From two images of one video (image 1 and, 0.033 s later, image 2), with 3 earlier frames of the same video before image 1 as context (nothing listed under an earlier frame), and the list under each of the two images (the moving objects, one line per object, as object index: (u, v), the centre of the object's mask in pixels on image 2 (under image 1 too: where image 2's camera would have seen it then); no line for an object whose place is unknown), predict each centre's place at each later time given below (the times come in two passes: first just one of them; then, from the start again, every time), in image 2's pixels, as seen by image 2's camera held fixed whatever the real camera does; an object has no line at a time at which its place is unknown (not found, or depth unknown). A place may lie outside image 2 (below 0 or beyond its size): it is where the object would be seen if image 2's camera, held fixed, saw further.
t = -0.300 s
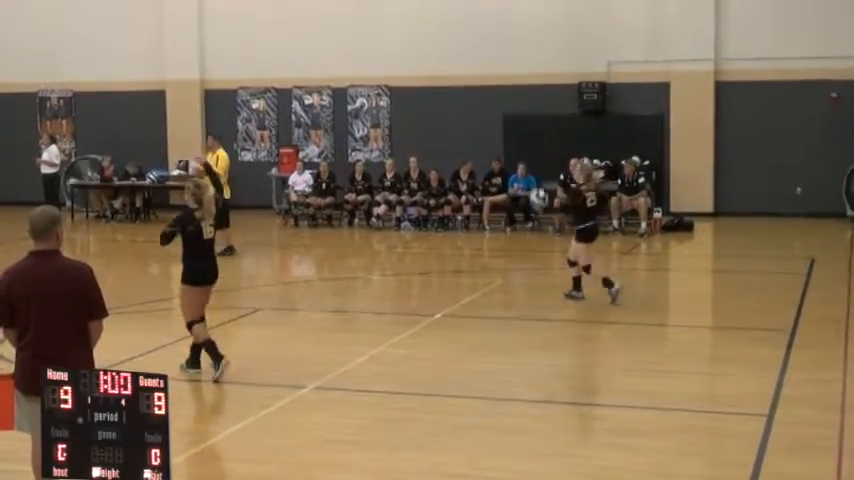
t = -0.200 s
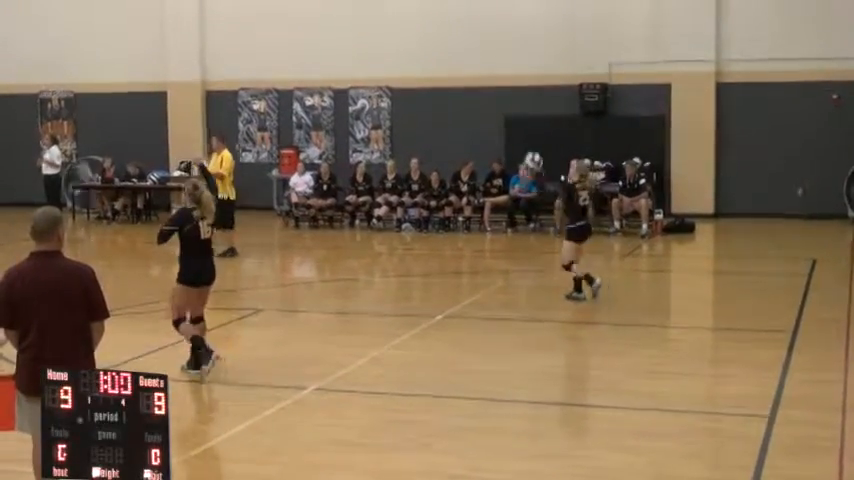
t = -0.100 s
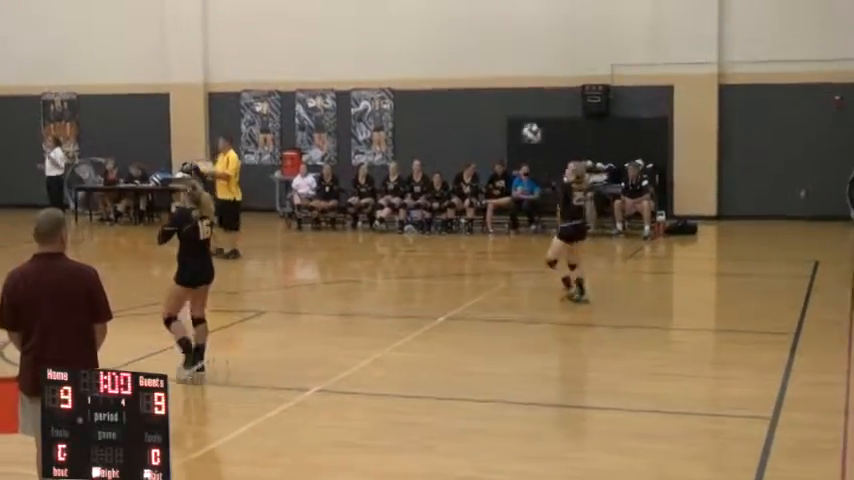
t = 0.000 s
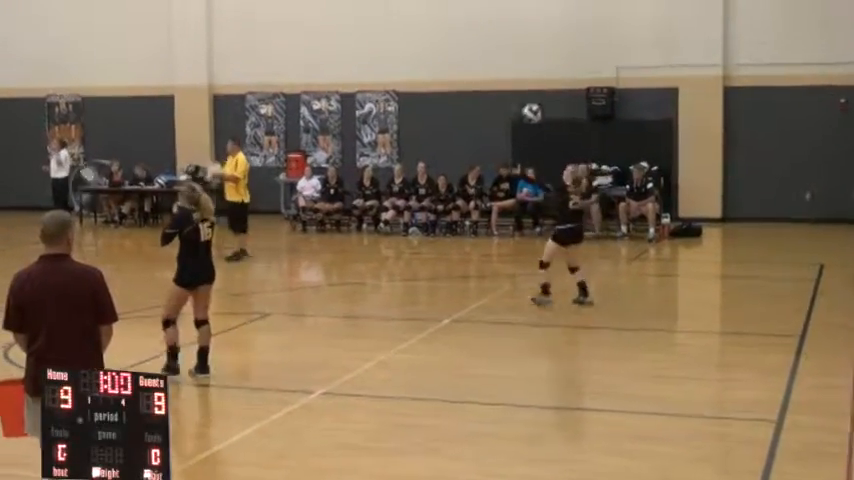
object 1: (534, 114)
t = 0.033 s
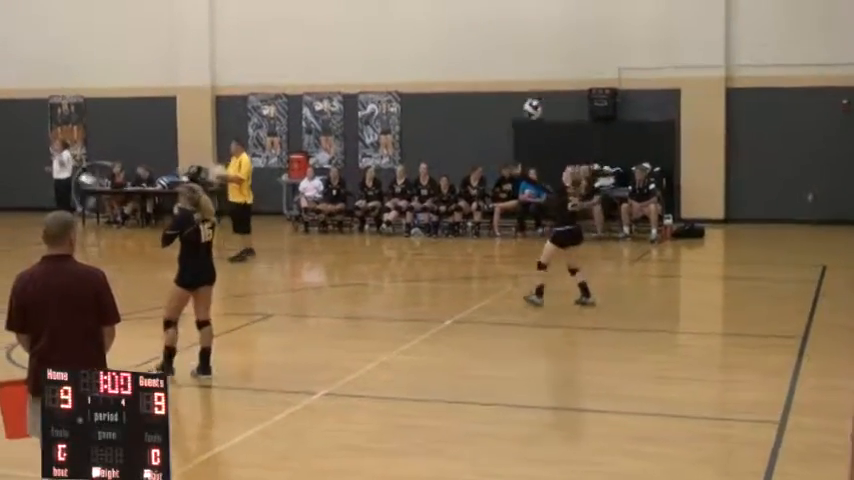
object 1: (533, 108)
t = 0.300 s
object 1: (521, 100)
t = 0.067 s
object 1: (531, 104)
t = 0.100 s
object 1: (529, 101)
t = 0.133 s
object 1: (527, 99)
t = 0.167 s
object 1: (526, 98)
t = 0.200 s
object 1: (525, 97)
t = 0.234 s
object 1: (523, 97)
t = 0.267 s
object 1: (522, 98)
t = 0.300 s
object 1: (521, 100)
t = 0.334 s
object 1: (519, 103)
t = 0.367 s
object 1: (518, 108)
